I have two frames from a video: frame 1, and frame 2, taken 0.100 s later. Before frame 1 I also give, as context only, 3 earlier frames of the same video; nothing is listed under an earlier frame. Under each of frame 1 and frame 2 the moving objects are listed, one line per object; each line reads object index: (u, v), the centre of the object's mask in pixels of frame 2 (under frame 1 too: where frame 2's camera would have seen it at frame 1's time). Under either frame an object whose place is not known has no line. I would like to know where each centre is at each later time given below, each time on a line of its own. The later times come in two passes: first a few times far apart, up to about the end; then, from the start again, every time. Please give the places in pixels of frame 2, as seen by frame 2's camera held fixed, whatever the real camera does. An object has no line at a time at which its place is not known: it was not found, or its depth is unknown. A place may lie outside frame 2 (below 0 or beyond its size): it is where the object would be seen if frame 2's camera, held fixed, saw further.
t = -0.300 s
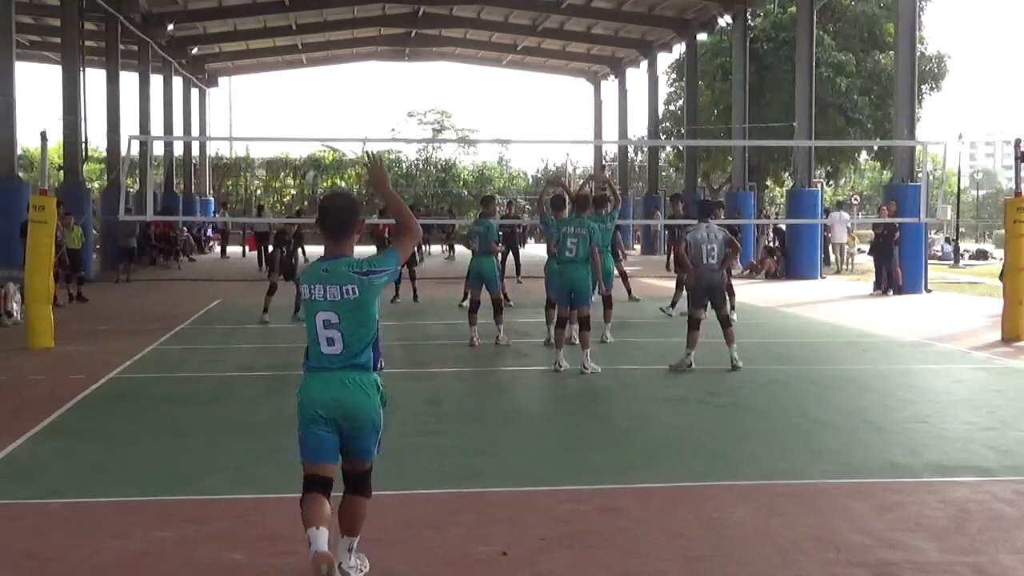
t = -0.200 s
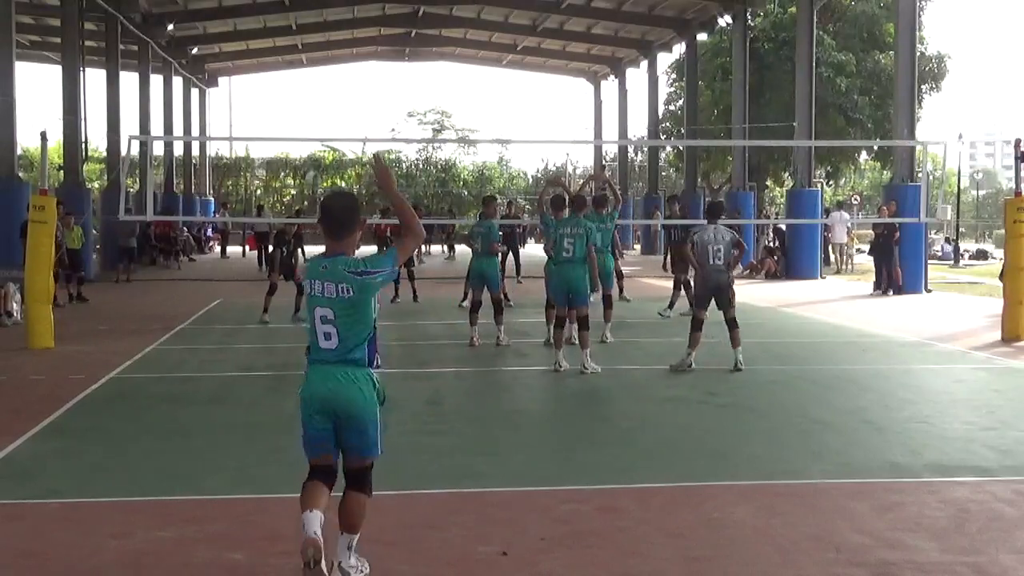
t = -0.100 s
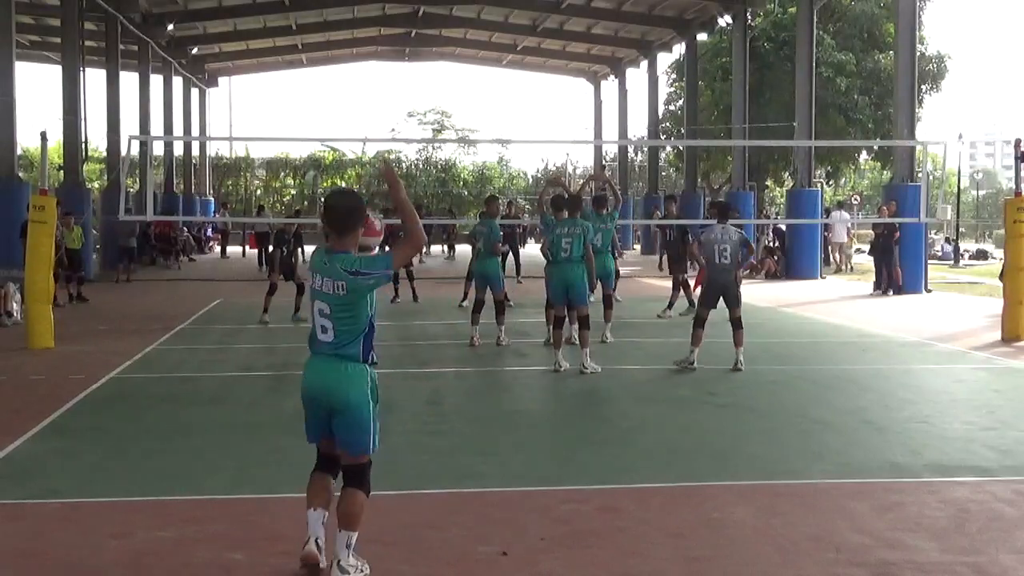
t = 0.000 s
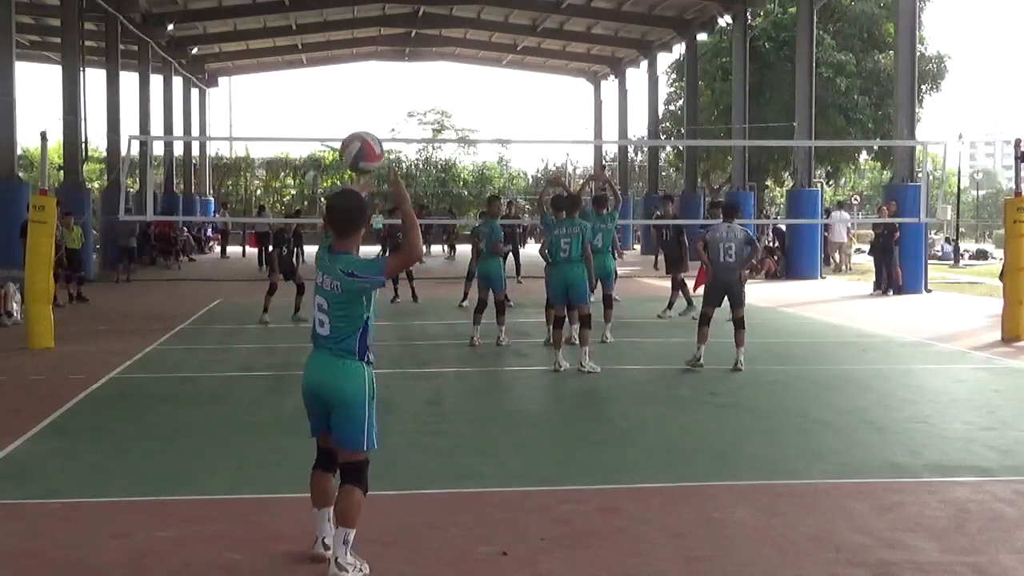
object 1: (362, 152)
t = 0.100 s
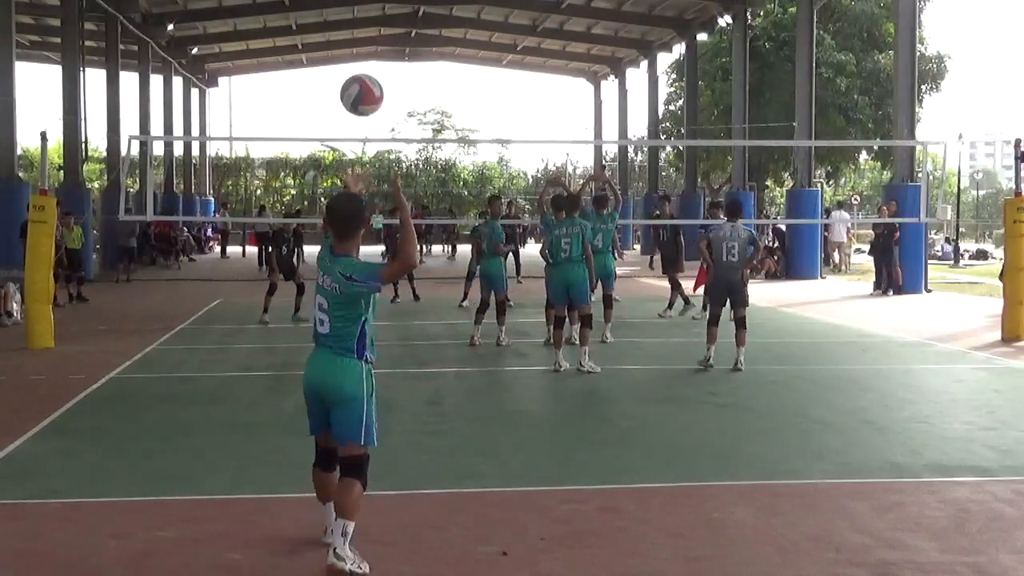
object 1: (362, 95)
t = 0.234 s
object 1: (362, 51)
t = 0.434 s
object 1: (363, 54)
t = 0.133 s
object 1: (361, 80)
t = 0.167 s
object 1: (361, 69)
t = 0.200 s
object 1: (362, 59)
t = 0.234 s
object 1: (362, 51)
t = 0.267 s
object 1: (362, 46)
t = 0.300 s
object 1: (363, 43)
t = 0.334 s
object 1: (362, 42)
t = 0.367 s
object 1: (363, 43)
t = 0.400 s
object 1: (363, 47)
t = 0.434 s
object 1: (363, 54)
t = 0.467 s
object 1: (362, 61)
